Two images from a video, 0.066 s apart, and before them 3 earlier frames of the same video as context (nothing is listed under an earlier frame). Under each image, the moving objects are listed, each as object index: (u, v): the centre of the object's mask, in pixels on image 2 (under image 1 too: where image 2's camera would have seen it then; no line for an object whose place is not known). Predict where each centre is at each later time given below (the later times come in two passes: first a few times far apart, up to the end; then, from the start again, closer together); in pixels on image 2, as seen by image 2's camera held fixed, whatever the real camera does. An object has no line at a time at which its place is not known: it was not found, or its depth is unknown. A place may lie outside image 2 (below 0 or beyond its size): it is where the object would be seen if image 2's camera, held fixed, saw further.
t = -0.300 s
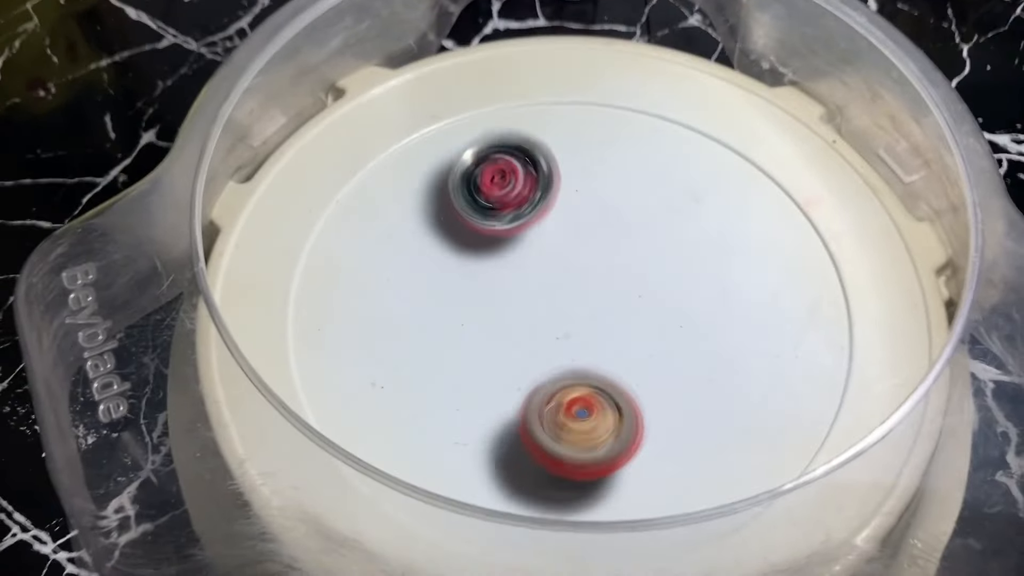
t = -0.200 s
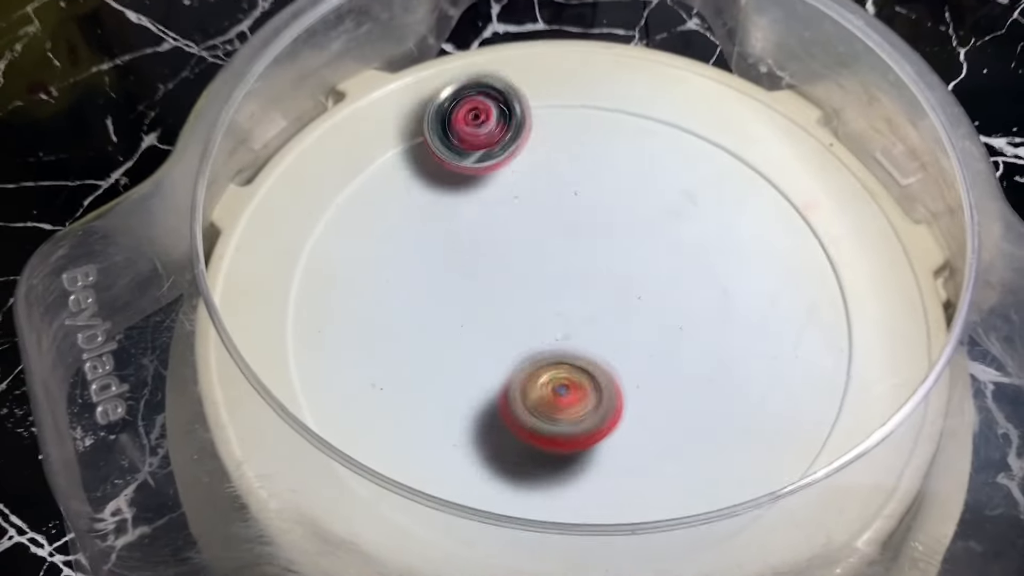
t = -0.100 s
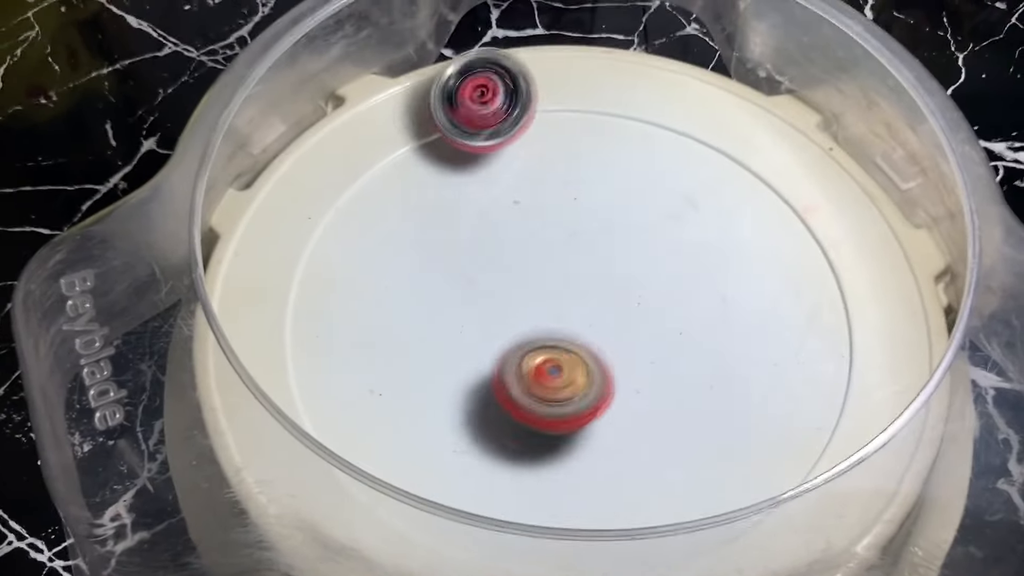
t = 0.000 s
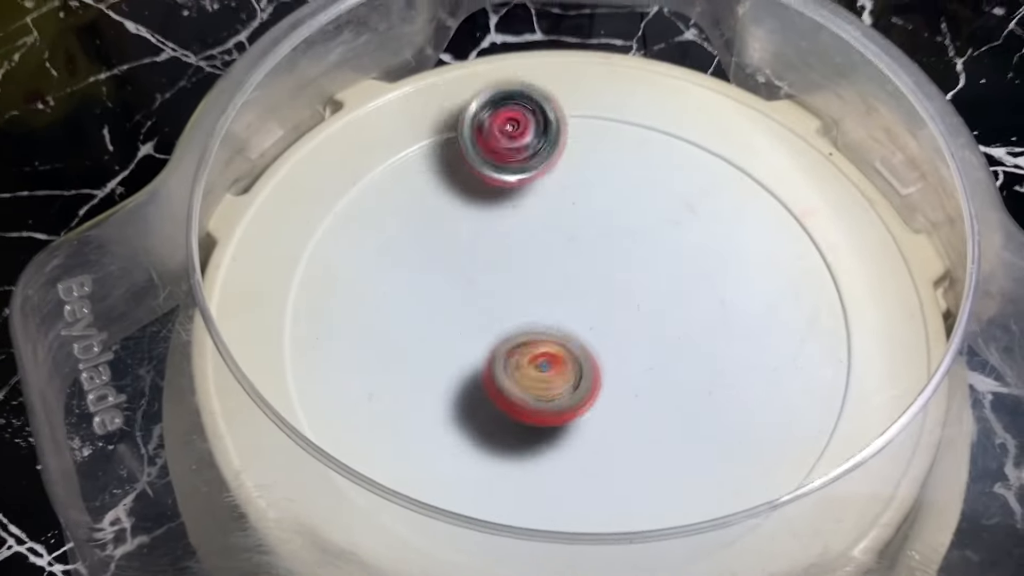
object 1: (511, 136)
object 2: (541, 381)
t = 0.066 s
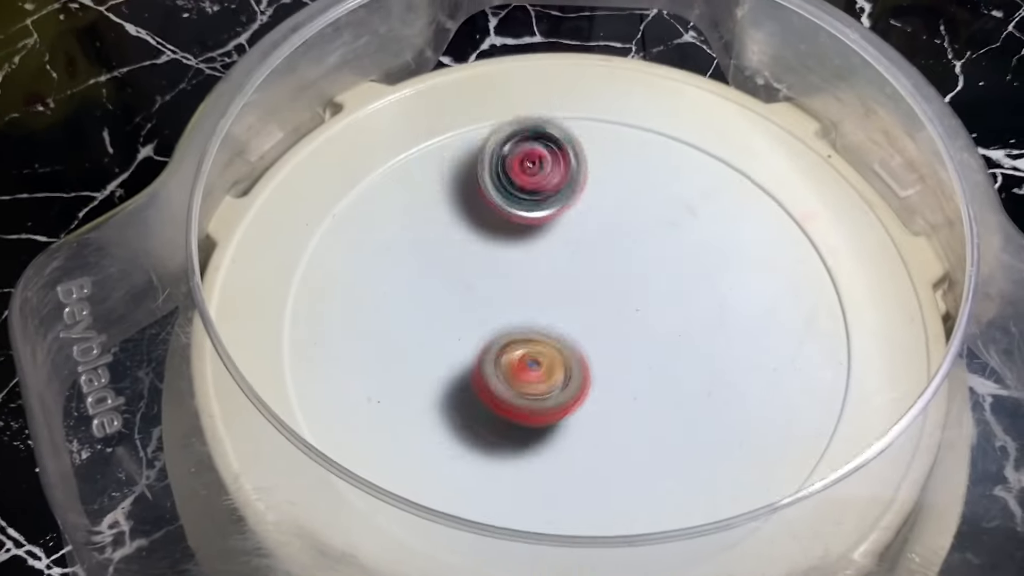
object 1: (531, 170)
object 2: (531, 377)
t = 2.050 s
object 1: (524, 227)
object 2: (561, 368)
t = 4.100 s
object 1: (501, 228)
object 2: (566, 396)
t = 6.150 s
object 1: (507, 241)
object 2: (607, 388)
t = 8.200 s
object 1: (428, 316)
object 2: (646, 285)
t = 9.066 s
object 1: (515, 317)
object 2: (597, 239)
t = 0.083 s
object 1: (534, 180)
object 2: (525, 375)
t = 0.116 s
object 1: (540, 199)
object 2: (514, 371)
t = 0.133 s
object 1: (542, 209)
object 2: (509, 368)
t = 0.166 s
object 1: (544, 229)
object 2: (502, 363)
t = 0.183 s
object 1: (544, 238)
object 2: (500, 362)
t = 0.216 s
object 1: (543, 258)
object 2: (498, 358)
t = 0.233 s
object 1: (543, 257)
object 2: (494, 369)
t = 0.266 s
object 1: (555, 240)
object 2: (481, 404)
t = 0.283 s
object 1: (560, 233)
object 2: (476, 417)
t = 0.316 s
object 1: (566, 224)
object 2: (468, 434)
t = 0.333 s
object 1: (569, 220)
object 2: (464, 439)
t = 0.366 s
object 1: (573, 216)
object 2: (457, 442)
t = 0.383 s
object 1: (573, 217)
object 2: (454, 441)
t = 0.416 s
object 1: (571, 217)
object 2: (452, 433)
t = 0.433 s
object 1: (571, 217)
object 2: (454, 426)
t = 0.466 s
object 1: (568, 221)
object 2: (464, 411)
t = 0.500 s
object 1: (565, 222)
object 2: (479, 397)
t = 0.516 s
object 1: (564, 224)
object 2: (486, 391)
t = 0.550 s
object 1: (557, 226)
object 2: (501, 376)
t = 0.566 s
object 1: (553, 228)
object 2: (509, 370)
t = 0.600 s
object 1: (543, 235)
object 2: (525, 360)
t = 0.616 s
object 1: (536, 240)
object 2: (534, 357)
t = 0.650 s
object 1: (524, 240)
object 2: (549, 363)
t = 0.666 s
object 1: (518, 226)
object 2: (556, 382)
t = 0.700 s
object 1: (505, 199)
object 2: (567, 415)
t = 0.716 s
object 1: (501, 189)
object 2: (572, 428)
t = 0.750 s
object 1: (495, 177)
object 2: (574, 447)
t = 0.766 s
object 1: (492, 171)
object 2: (573, 455)
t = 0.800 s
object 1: (492, 167)
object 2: (571, 459)
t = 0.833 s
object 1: (493, 170)
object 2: (564, 455)
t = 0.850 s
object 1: (494, 171)
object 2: (562, 453)
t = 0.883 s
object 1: (498, 178)
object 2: (559, 438)
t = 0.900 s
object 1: (500, 182)
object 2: (556, 433)
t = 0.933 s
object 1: (504, 191)
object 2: (558, 419)
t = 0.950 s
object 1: (507, 196)
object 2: (559, 410)
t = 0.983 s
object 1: (510, 205)
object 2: (560, 395)
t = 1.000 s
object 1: (513, 210)
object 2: (563, 387)
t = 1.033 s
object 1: (516, 222)
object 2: (563, 373)
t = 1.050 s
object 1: (519, 226)
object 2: (564, 367)
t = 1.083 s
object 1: (523, 237)
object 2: (569, 357)
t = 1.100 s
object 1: (525, 242)
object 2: (571, 352)
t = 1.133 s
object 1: (525, 241)
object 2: (580, 355)
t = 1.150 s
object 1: (522, 233)
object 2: (591, 369)
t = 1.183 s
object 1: (515, 221)
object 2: (602, 385)
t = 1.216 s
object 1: (510, 213)
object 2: (612, 402)
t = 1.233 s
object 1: (509, 211)
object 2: (614, 406)
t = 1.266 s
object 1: (504, 211)
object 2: (609, 415)
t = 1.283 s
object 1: (503, 211)
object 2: (608, 418)
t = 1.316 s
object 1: (503, 215)
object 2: (597, 418)
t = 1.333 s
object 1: (502, 217)
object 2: (590, 416)
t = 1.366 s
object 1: (503, 222)
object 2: (578, 406)
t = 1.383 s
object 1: (503, 227)
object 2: (571, 401)
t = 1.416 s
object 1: (503, 233)
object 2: (564, 383)
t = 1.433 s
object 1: (504, 238)
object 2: (560, 375)
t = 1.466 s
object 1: (507, 247)
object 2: (562, 360)
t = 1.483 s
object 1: (508, 252)
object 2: (563, 353)
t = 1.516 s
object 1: (498, 233)
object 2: (587, 362)
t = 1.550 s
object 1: (479, 201)
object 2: (621, 387)
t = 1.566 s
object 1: (471, 187)
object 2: (639, 409)
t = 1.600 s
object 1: (461, 163)
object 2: (664, 428)
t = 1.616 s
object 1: (457, 155)
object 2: (675, 436)
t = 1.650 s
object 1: (456, 144)
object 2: (682, 445)
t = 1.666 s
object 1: (455, 142)
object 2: (685, 450)
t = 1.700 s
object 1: (458, 141)
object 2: (677, 453)
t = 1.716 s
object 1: (460, 142)
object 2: (673, 453)
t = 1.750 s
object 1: (467, 145)
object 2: (655, 446)
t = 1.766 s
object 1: (471, 148)
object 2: (650, 442)
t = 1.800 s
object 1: (479, 153)
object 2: (632, 431)
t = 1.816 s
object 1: (483, 156)
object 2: (629, 427)
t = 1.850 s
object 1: (490, 162)
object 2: (614, 416)
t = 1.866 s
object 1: (495, 167)
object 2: (610, 410)
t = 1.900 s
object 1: (500, 175)
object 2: (598, 401)
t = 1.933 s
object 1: (506, 187)
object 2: (586, 391)
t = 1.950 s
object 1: (508, 192)
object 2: (583, 387)
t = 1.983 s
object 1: (515, 204)
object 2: (573, 380)
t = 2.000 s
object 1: (516, 209)
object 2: (571, 377)
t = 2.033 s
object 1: (522, 222)
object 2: (562, 371)
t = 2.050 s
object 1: (524, 227)
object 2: (561, 368)
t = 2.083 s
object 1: (529, 240)
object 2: (557, 362)
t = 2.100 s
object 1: (530, 246)
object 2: (558, 360)
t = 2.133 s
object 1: (529, 241)
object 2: (559, 373)
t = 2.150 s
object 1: (527, 229)
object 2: (563, 391)
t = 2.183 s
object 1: (523, 206)
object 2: (570, 418)
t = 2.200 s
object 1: (522, 200)
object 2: (572, 428)
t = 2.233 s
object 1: (520, 191)
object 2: (571, 442)
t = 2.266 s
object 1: (519, 189)
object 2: (567, 448)
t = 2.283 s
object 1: (521, 191)
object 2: (563, 448)
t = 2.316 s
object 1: (521, 194)
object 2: (555, 443)
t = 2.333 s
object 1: (524, 198)
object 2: (553, 437)
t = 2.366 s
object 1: (526, 205)
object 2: (547, 423)
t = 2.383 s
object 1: (529, 210)
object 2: (546, 414)
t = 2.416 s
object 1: (533, 218)
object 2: (545, 399)
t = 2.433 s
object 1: (536, 223)
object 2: (545, 392)
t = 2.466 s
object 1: (540, 233)
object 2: (549, 378)
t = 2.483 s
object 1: (543, 237)
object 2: (552, 372)
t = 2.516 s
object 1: (547, 246)
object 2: (563, 361)
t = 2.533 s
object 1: (549, 252)
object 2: (569, 359)
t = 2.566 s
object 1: (551, 250)
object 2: (577, 367)
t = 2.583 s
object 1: (551, 241)
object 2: (579, 376)
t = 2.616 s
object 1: (551, 225)
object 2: (580, 395)
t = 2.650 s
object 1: (552, 217)
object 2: (577, 407)
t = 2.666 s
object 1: (551, 215)
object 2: (574, 411)
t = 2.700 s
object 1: (555, 214)
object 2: (569, 415)
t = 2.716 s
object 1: (554, 215)
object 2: (566, 416)
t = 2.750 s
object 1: (559, 218)
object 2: (562, 416)
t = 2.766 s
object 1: (561, 220)
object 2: (559, 414)
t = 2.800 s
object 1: (565, 226)
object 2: (553, 410)
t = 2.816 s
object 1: (568, 228)
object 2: (551, 408)
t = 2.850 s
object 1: (572, 235)
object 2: (549, 402)
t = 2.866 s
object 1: (576, 237)
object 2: (548, 399)
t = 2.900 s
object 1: (579, 245)
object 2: (547, 393)
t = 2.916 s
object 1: (582, 249)
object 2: (545, 390)
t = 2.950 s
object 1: (583, 256)
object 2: (546, 384)
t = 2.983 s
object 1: (585, 265)
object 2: (547, 378)
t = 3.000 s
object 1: (586, 268)
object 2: (547, 377)
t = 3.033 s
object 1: (593, 265)
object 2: (541, 387)
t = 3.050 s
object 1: (597, 258)
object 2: (532, 393)
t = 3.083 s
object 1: (602, 252)
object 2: (520, 404)
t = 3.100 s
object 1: (605, 249)
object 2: (517, 407)
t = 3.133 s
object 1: (607, 248)
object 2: (514, 408)
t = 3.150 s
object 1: (608, 248)
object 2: (513, 406)
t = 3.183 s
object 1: (608, 250)
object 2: (515, 404)
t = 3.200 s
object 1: (609, 252)
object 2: (518, 403)
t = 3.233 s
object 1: (608, 256)
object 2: (521, 402)
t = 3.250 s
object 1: (608, 259)
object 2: (521, 400)
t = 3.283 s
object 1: (606, 264)
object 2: (524, 398)
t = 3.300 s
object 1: (604, 267)
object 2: (526, 397)
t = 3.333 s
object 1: (603, 272)
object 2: (529, 394)
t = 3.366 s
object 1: (601, 277)
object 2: (533, 390)
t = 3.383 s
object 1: (599, 280)
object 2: (534, 388)
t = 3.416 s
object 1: (596, 285)
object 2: (538, 385)
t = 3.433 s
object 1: (594, 287)
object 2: (540, 384)
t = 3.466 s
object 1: (588, 283)
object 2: (543, 391)
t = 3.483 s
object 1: (582, 274)
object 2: (547, 403)
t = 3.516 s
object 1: (571, 259)
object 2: (551, 417)
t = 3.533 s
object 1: (566, 255)
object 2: (552, 420)
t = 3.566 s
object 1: (559, 249)
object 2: (551, 424)
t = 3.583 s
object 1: (556, 246)
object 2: (549, 426)
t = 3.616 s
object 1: (552, 244)
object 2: (546, 422)
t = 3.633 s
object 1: (550, 244)
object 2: (547, 419)
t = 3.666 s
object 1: (547, 244)
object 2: (544, 411)
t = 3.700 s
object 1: (544, 245)
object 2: (545, 402)
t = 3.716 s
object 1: (542, 246)
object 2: (545, 396)
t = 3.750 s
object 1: (539, 248)
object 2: (548, 386)
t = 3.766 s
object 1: (539, 249)
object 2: (548, 382)
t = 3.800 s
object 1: (536, 252)
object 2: (550, 373)
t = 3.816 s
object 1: (535, 254)
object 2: (552, 368)
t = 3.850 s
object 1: (532, 256)
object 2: (555, 361)
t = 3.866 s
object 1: (532, 256)
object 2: (557, 361)
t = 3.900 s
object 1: (529, 255)
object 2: (558, 360)
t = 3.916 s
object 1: (526, 256)
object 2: (557, 360)
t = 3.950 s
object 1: (522, 255)
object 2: (559, 363)
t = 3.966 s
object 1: (519, 247)
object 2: (561, 371)
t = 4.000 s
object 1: (512, 236)
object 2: (564, 383)
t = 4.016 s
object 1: (510, 233)
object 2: (566, 388)
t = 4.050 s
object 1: (505, 229)
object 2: (567, 394)
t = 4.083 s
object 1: (502, 228)
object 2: (566, 395)
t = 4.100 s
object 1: (501, 228)
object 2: (566, 396)
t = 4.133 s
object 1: (500, 229)
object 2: (566, 396)
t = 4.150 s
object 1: (500, 231)
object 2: (566, 395)
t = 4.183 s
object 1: (500, 234)
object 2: (567, 395)
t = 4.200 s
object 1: (501, 236)
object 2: (567, 394)
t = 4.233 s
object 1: (502, 241)
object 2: (567, 393)
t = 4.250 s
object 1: (503, 243)
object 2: (566, 392)
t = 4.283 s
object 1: (505, 249)
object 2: (566, 391)
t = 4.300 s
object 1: (507, 251)
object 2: (565, 391)
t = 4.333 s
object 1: (508, 257)
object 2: (564, 389)
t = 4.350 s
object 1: (510, 261)
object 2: (563, 388)
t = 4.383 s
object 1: (512, 267)
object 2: (562, 386)
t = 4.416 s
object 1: (514, 274)
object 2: (560, 383)
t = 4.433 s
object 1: (514, 277)
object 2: (558, 382)
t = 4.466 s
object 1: (514, 278)
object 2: (558, 382)
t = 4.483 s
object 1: (514, 281)
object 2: (559, 383)
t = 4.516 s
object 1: (510, 275)
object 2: (560, 390)
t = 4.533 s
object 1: (508, 272)
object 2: (562, 392)
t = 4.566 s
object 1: (506, 269)
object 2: (562, 393)
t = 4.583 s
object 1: (506, 268)
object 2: (563, 392)
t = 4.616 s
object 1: (507, 268)
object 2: (564, 390)
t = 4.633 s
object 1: (507, 268)
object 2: (564, 390)
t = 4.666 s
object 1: (508, 269)
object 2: (564, 388)
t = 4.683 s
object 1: (510, 271)
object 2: (564, 387)
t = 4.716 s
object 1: (512, 274)
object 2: (564, 384)
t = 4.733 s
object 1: (514, 275)
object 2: (565, 383)
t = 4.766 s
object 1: (517, 278)
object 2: (565, 380)
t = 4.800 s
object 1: (513, 266)
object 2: (574, 398)
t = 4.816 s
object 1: (510, 255)
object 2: (582, 410)
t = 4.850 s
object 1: (505, 237)
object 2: (591, 425)
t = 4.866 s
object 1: (504, 231)
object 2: (594, 429)
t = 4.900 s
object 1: (504, 224)
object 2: (600, 434)
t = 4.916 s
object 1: (505, 223)
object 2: (602, 434)
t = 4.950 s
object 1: (507, 220)
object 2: (607, 433)
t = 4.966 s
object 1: (510, 220)
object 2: (610, 433)
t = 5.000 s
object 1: (514, 220)
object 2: (614, 431)
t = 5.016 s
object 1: (516, 220)
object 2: (614, 431)
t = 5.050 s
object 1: (521, 221)
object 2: (616, 429)
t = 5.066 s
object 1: (524, 222)
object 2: (617, 427)
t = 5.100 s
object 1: (528, 224)
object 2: (618, 424)
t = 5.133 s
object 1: (533, 228)
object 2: (619, 420)
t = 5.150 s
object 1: (535, 228)
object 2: (620, 418)
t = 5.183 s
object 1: (539, 233)
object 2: (620, 414)
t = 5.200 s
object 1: (541, 235)
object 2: (619, 411)
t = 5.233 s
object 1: (544, 239)
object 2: (619, 406)
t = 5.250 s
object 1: (547, 242)
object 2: (618, 404)
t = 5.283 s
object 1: (549, 248)
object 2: (617, 397)
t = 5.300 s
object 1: (550, 251)
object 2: (617, 394)
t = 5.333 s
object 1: (553, 257)
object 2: (614, 389)
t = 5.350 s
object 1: (554, 261)
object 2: (612, 386)
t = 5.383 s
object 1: (556, 267)
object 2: (609, 380)
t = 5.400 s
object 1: (557, 270)
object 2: (606, 376)
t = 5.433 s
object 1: (557, 273)
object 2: (605, 373)
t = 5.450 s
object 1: (554, 273)
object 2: (604, 375)
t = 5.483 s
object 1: (551, 274)
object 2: (600, 376)
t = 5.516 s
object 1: (549, 270)
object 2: (599, 377)
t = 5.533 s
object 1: (548, 271)
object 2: (598, 375)
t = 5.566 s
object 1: (546, 273)
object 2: (596, 372)
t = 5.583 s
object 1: (544, 269)
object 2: (597, 376)
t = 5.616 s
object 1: (535, 256)
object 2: (600, 386)
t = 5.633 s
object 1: (532, 251)
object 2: (601, 389)
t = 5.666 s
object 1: (528, 244)
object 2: (600, 389)
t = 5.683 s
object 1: (527, 242)
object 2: (601, 389)
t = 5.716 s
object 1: (526, 240)
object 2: (600, 387)
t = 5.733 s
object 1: (526, 240)
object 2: (600, 387)
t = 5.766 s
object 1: (527, 240)
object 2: (600, 386)
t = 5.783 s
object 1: (527, 241)
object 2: (599, 385)
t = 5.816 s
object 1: (528, 242)
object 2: (599, 384)
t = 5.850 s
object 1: (529, 244)
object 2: (598, 382)
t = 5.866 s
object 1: (530, 246)
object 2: (597, 381)
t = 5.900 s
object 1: (531, 249)
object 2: (596, 378)
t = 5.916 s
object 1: (532, 250)
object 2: (596, 377)
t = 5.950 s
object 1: (534, 253)
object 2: (595, 374)
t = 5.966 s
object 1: (534, 255)
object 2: (595, 373)
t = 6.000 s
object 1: (536, 259)
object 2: (593, 369)
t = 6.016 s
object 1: (537, 262)
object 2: (592, 368)
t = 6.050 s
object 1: (538, 266)
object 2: (589, 365)
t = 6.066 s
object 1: (533, 262)
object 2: (593, 371)
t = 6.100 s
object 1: (519, 249)
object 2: (602, 382)
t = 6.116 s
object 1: (514, 245)
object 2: (605, 387)
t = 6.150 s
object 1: (507, 241)
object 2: (607, 388)
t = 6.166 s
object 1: (504, 241)
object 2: (607, 390)
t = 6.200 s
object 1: (501, 241)
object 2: (608, 389)
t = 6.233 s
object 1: (499, 242)
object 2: (609, 387)
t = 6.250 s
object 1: (499, 245)
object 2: (608, 387)
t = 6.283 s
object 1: (499, 247)
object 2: (610, 385)
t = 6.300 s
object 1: (499, 249)
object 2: (609, 384)
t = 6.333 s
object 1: (500, 253)
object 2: (610, 383)
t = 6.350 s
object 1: (500, 254)
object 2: (610, 382)
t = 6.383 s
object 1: (501, 259)
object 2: (610, 379)
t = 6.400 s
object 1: (501, 261)
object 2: (611, 378)
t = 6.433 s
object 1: (502, 266)
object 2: (609, 376)
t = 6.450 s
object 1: (502, 269)
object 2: (609, 374)
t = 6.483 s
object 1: (504, 274)
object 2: (609, 371)
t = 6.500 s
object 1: (506, 278)
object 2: (607, 369)
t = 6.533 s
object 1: (508, 283)
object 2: (606, 365)
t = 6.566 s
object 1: (510, 288)
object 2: (606, 362)
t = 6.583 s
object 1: (511, 292)
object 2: (605, 361)
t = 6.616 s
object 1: (491, 279)
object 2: (624, 368)
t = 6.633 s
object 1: (485, 276)
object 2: (630, 373)
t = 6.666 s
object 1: (472, 268)
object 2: (636, 374)
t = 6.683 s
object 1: (470, 266)
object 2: (638, 375)
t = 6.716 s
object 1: (464, 265)
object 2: (638, 373)
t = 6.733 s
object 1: (465, 265)
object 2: (639, 372)
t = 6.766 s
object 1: (465, 267)
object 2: (640, 367)
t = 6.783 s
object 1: (466, 266)
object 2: (641, 366)
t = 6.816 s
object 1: (470, 269)
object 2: (643, 363)
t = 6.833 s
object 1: (470, 270)
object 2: (644, 362)
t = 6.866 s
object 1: (475, 272)
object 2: (645, 358)
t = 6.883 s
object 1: (475, 274)
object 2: (645, 357)
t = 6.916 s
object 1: (480, 276)
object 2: (645, 354)
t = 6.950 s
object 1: (486, 279)
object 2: (645, 350)
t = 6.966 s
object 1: (487, 281)
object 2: (644, 348)
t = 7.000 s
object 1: (493, 284)
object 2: (643, 345)
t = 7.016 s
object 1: (496, 287)
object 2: (642, 343)
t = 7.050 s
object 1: (501, 289)
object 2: (640, 340)
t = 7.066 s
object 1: (505, 292)
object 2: (641, 337)
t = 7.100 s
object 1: (511, 295)
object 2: (638, 335)
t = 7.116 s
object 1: (516, 298)
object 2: (637, 333)
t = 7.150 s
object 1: (515, 298)
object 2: (642, 331)
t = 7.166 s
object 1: (511, 296)
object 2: (647, 331)
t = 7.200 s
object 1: (504, 295)
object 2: (651, 330)
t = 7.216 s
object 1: (503, 294)
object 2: (650, 328)
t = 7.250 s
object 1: (505, 296)
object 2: (652, 326)
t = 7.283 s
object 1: (507, 297)
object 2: (652, 323)
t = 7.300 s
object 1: (510, 296)
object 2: (651, 321)
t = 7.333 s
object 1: (514, 297)
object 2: (650, 319)
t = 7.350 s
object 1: (516, 297)
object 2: (649, 317)
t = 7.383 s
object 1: (521, 298)
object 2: (648, 315)
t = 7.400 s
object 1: (523, 298)
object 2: (646, 313)
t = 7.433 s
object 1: (520, 298)
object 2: (652, 313)
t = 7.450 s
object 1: (503, 297)
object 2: (668, 316)
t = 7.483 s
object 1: (474, 291)
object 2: (693, 316)
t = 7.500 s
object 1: (461, 290)
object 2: (700, 318)
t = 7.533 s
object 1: (444, 286)
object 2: (707, 315)
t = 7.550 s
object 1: (439, 287)
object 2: (710, 315)
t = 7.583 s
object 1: (432, 284)
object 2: (712, 313)
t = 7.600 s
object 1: (430, 284)
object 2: (714, 311)
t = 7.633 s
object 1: (427, 281)
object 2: (716, 310)
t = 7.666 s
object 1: (425, 279)
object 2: (716, 309)
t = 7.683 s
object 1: (425, 279)
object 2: (717, 310)
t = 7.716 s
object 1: (425, 278)
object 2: (715, 310)
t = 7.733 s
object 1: (426, 279)
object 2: (714, 311)
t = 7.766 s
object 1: (427, 278)
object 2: (710, 311)
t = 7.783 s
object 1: (428, 279)
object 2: (709, 311)
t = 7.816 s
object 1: (430, 279)
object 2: (703, 312)
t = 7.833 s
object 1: (432, 281)
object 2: (700, 313)
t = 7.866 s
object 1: (435, 282)
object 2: (694, 313)
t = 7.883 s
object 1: (438, 284)
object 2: (691, 314)
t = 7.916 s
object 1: (441, 286)
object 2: (683, 314)
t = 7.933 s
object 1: (445, 288)
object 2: (678, 315)
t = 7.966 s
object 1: (451, 291)
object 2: (668, 315)
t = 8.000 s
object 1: (457, 294)
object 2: (655, 313)
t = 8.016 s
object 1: (460, 296)
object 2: (649, 313)
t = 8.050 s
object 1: (469, 299)
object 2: (635, 311)
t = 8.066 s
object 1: (473, 301)
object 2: (628, 310)
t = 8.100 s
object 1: (482, 303)
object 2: (614, 306)
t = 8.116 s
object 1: (487, 306)
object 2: (608, 305)
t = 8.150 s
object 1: (465, 311)
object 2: (624, 297)
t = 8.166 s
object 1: (450, 314)
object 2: (633, 293)
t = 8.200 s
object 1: (428, 316)
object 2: (646, 285)
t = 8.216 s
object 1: (420, 318)
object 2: (651, 283)
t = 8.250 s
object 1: (411, 320)
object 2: (652, 278)
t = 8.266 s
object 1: (410, 322)
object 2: (650, 274)
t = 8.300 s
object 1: (412, 322)
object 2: (646, 268)
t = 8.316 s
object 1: (413, 322)
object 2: (644, 265)
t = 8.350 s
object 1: (416, 321)
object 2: (641, 259)
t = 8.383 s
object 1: (420, 322)
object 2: (639, 256)
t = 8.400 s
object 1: (422, 321)
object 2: (638, 254)
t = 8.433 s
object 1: (427, 321)
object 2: (637, 251)
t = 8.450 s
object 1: (430, 320)
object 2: (634, 249)
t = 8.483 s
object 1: (436, 320)
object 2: (634, 248)
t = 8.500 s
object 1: (440, 320)
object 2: (632, 247)
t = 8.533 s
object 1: (448, 320)
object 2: (632, 245)
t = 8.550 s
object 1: (452, 319)
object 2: (630, 246)
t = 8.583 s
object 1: (459, 318)
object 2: (628, 244)
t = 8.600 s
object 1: (463, 317)
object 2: (627, 244)
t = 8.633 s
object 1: (471, 316)
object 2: (625, 244)
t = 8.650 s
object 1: (477, 314)
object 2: (624, 244)
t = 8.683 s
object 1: (484, 312)
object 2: (622, 244)
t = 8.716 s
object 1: (493, 309)
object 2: (617, 246)
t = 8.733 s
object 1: (498, 307)
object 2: (617, 245)
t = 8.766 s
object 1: (507, 304)
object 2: (613, 248)
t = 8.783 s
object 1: (511, 302)
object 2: (610, 248)
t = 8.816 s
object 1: (511, 306)
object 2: (614, 243)
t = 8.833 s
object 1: (507, 311)
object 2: (616, 240)
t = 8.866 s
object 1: (507, 318)
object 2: (618, 236)
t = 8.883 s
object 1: (506, 320)
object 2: (617, 238)
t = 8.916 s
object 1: (509, 324)
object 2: (614, 239)
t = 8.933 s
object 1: (510, 322)
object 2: (610, 239)
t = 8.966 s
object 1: (511, 323)
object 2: (607, 238)
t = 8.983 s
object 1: (513, 322)
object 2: (605, 238)
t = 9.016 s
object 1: (513, 320)
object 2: (603, 238)
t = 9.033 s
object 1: (516, 320)
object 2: (601, 239)
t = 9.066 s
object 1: (515, 317)
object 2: (597, 239)
